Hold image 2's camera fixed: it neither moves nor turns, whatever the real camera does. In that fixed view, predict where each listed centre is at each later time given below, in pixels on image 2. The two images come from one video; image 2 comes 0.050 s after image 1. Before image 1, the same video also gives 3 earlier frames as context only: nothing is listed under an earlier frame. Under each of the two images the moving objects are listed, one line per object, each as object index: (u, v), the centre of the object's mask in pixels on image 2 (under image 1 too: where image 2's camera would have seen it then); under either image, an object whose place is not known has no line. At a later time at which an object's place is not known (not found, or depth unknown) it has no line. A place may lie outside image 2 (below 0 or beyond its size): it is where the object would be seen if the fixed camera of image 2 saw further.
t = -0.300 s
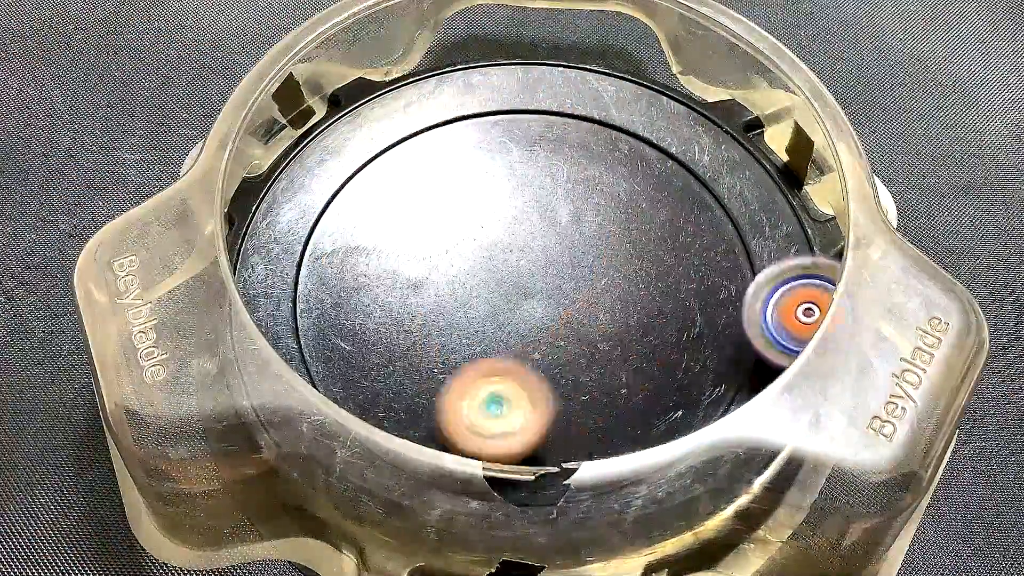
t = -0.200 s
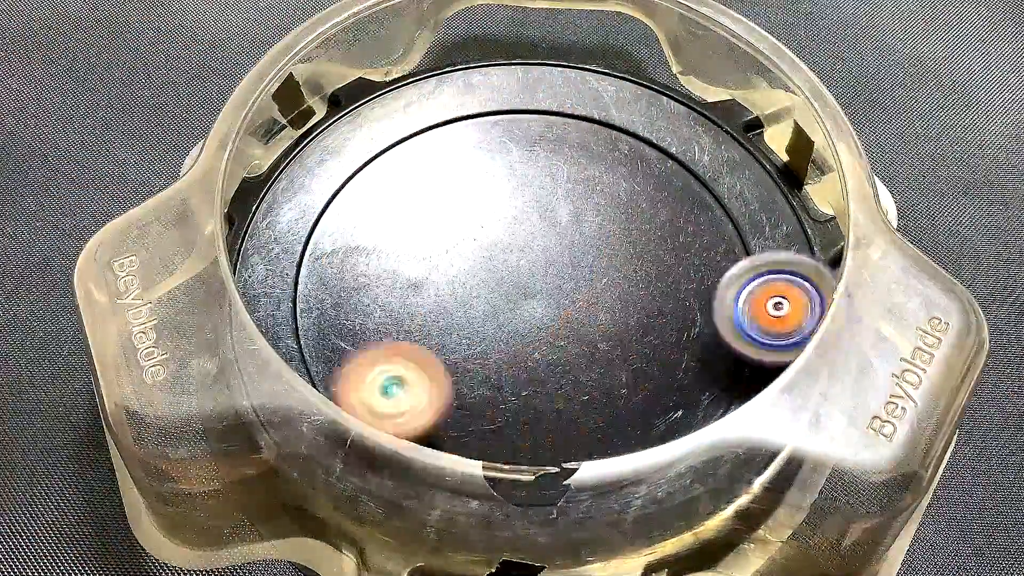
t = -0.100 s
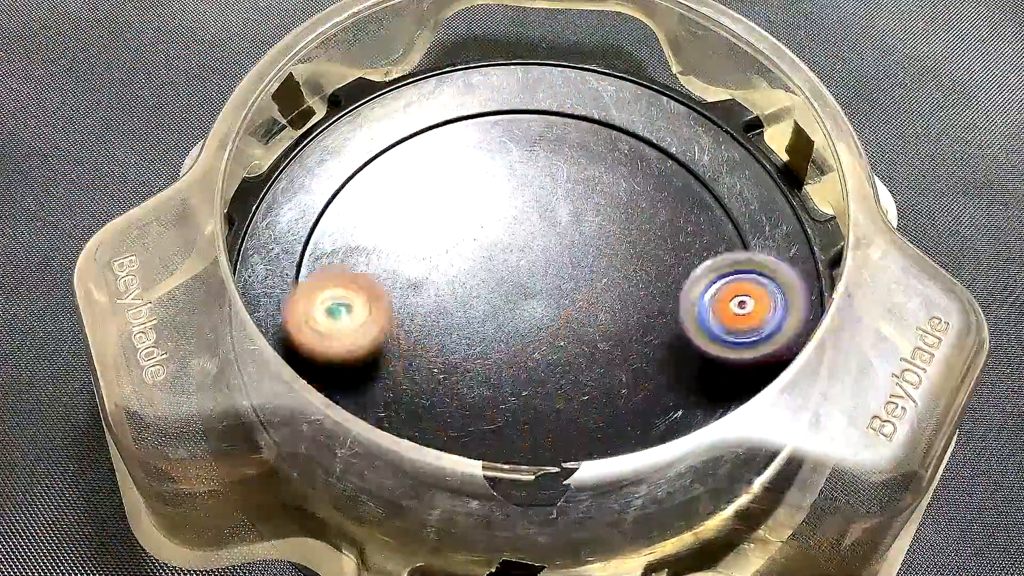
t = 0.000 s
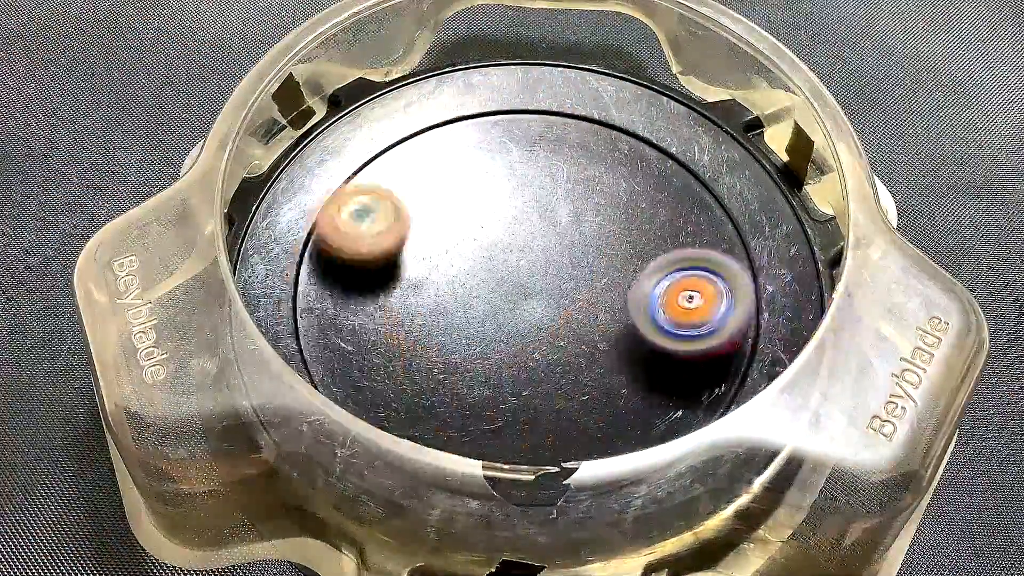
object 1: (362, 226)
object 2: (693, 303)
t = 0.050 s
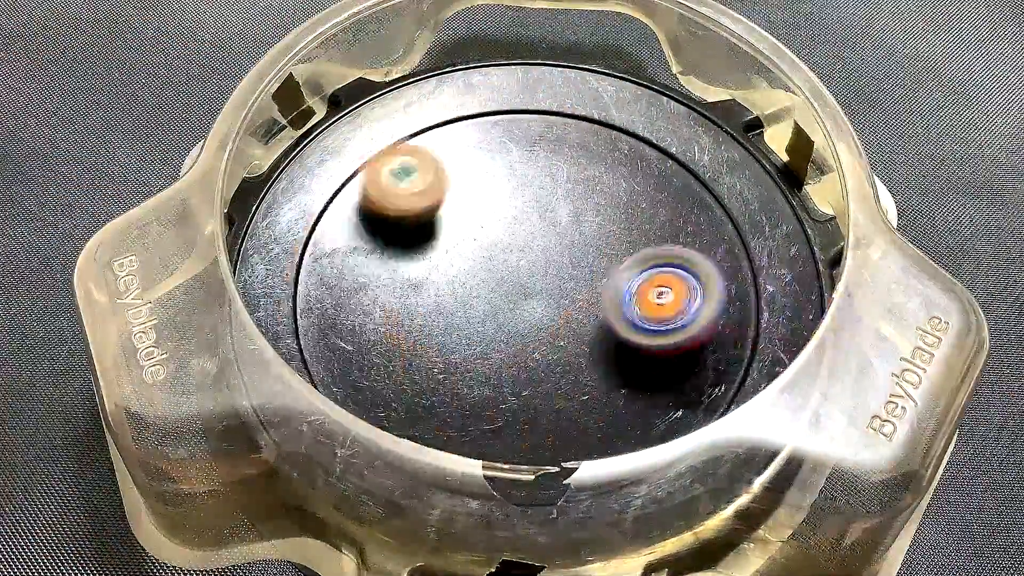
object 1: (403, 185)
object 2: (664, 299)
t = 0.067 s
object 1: (420, 173)
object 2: (654, 298)
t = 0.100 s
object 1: (459, 151)
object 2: (634, 297)
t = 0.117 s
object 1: (479, 143)
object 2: (624, 297)
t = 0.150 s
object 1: (520, 133)
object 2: (604, 298)
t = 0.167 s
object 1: (542, 127)
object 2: (594, 299)
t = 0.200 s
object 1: (586, 124)
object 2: (574, 302)
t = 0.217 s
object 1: (608, 125)
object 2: (564, 306)
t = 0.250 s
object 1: (655, 131)
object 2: (544, 313)
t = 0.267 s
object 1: (672, 141)
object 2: (534, 314)
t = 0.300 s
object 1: (704, 174)
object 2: (517, 323)
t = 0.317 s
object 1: (719, 191)
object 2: (509, 327)
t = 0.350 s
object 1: (741, 232)
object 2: (492, 337)
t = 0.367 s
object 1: (749, 257)
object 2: (484, 341)
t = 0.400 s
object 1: (750, 310)
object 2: (471, 353)
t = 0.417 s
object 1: (742, 336)
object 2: (466, 359)
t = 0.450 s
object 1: (705, 382)
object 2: (458, 370)
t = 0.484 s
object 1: (656, 432)
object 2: (453, 381)
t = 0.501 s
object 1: (622, 455)
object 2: (451, 388)
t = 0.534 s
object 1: (544, 490)
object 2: (451, 397)
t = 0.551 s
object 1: (506, 502)
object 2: (452, 398)
